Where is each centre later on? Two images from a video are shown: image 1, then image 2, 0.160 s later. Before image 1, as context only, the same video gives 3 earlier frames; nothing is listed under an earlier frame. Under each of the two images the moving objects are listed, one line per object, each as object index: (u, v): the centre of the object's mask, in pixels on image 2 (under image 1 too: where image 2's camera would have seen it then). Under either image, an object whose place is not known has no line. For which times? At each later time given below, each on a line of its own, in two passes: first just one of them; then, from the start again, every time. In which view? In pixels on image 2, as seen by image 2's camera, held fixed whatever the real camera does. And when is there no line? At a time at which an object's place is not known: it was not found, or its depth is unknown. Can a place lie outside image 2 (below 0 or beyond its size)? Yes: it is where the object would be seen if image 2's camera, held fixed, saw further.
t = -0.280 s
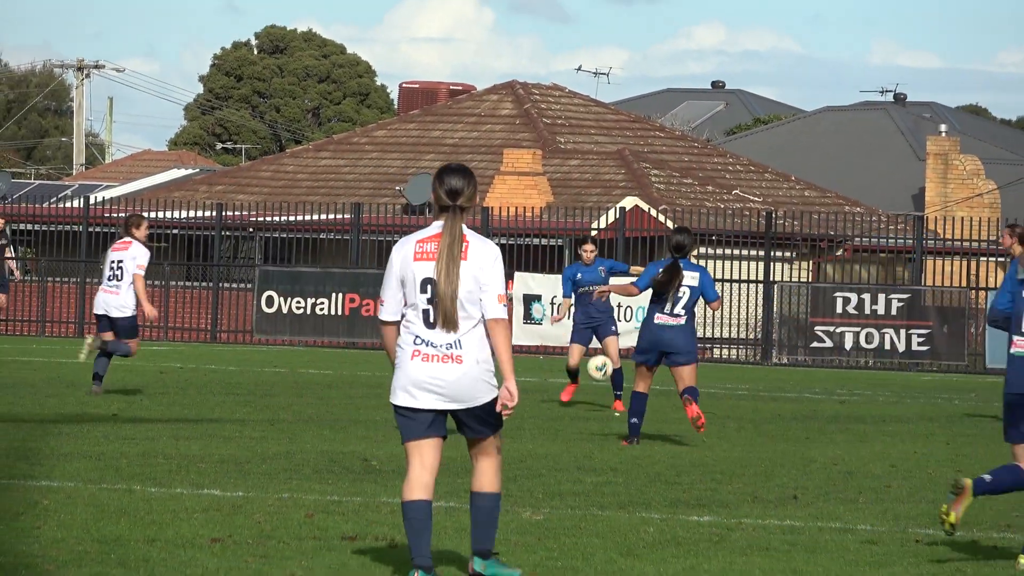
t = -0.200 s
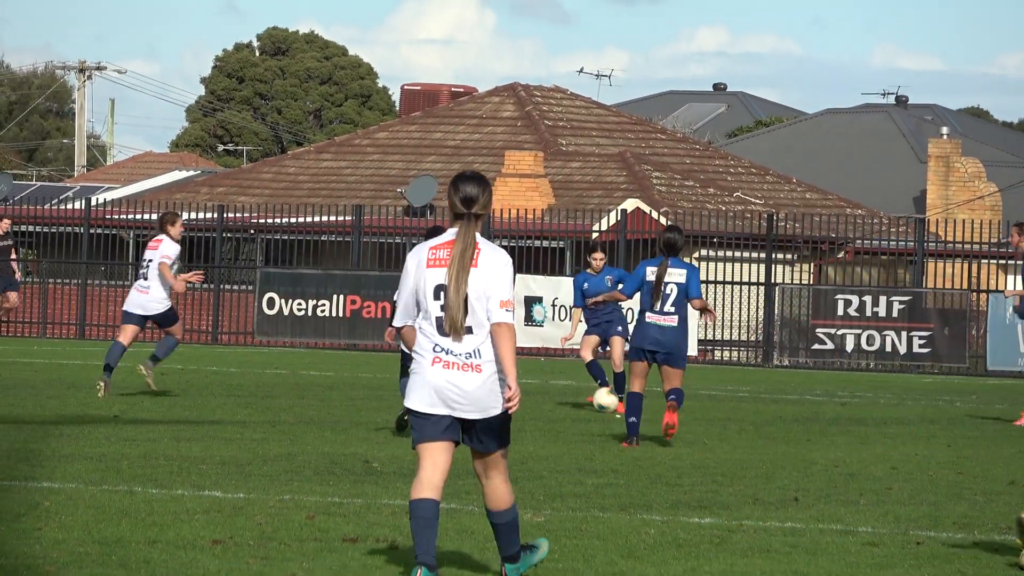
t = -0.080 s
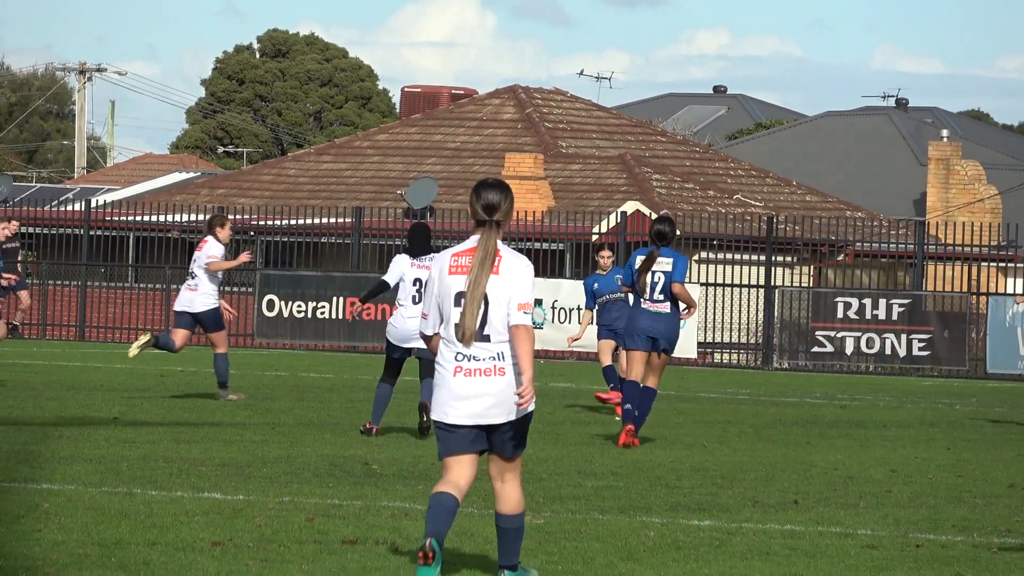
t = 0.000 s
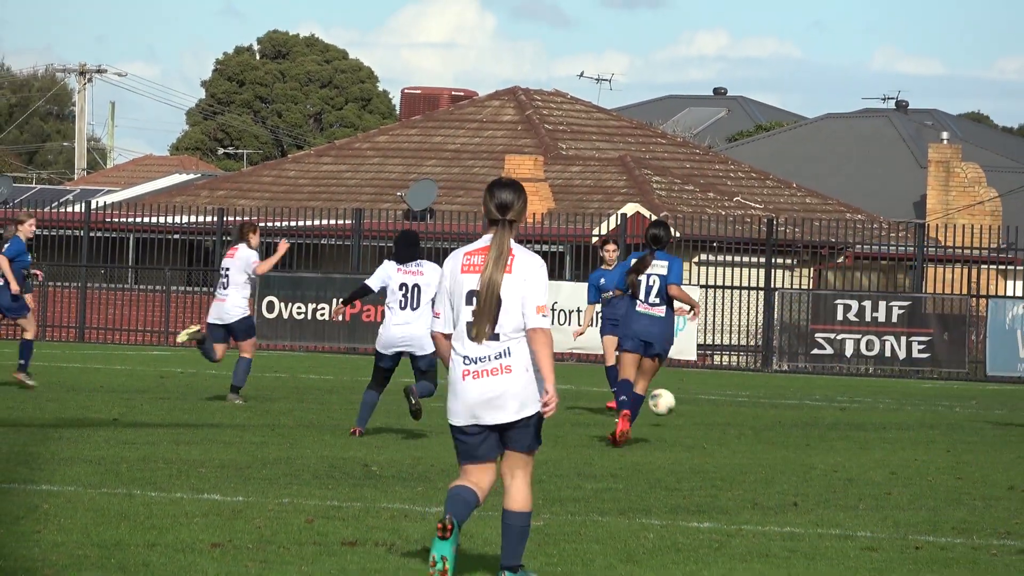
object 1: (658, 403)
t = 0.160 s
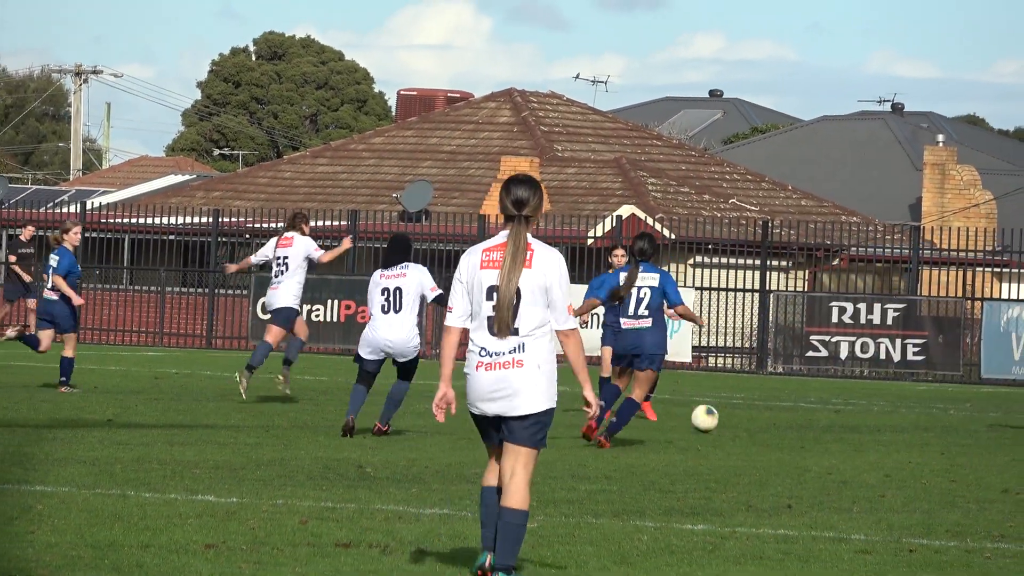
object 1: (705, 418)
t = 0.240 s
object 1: (726, 421)
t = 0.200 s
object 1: (715, 419)
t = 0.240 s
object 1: (726, 421)
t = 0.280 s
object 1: (737, 426)
